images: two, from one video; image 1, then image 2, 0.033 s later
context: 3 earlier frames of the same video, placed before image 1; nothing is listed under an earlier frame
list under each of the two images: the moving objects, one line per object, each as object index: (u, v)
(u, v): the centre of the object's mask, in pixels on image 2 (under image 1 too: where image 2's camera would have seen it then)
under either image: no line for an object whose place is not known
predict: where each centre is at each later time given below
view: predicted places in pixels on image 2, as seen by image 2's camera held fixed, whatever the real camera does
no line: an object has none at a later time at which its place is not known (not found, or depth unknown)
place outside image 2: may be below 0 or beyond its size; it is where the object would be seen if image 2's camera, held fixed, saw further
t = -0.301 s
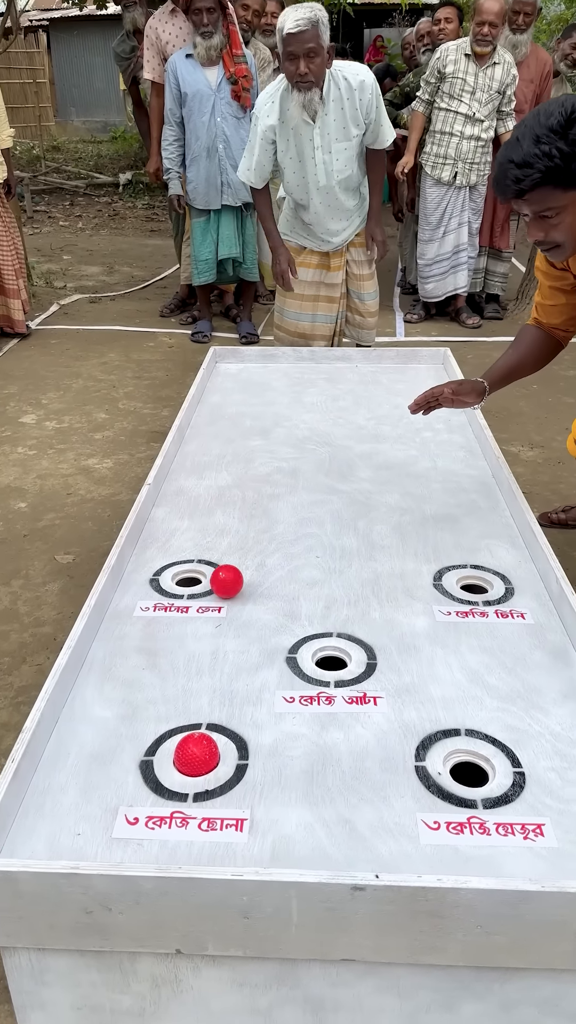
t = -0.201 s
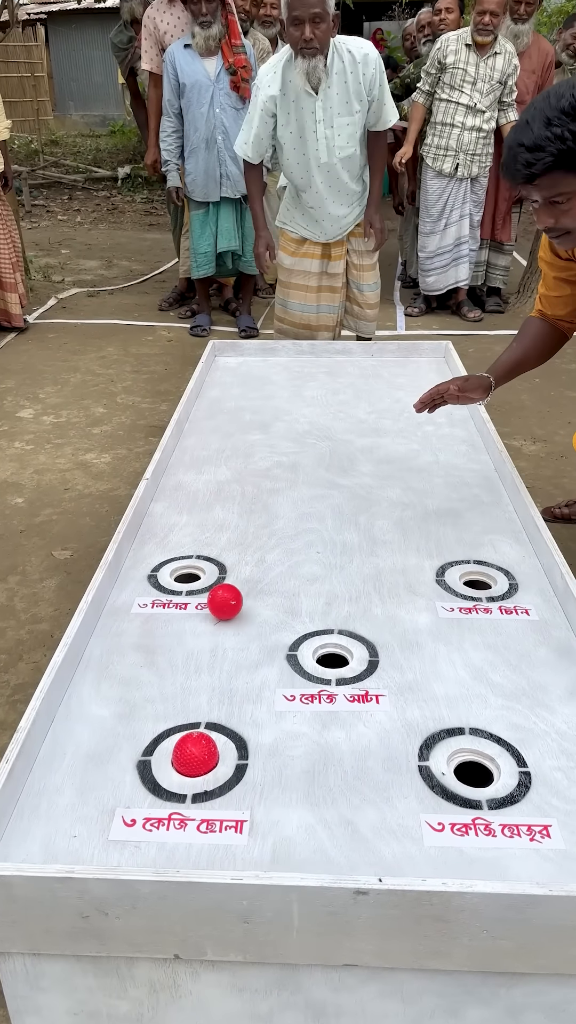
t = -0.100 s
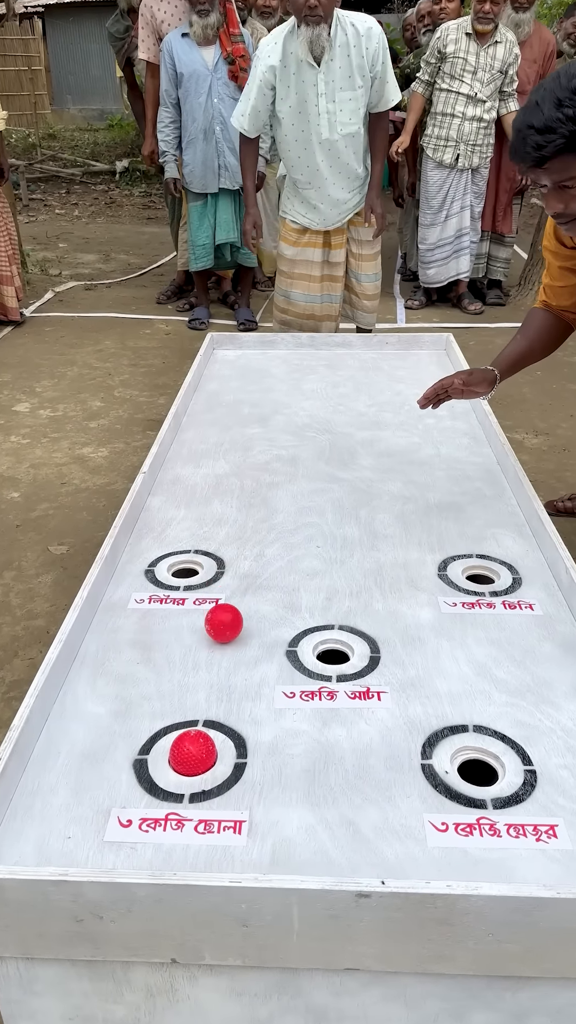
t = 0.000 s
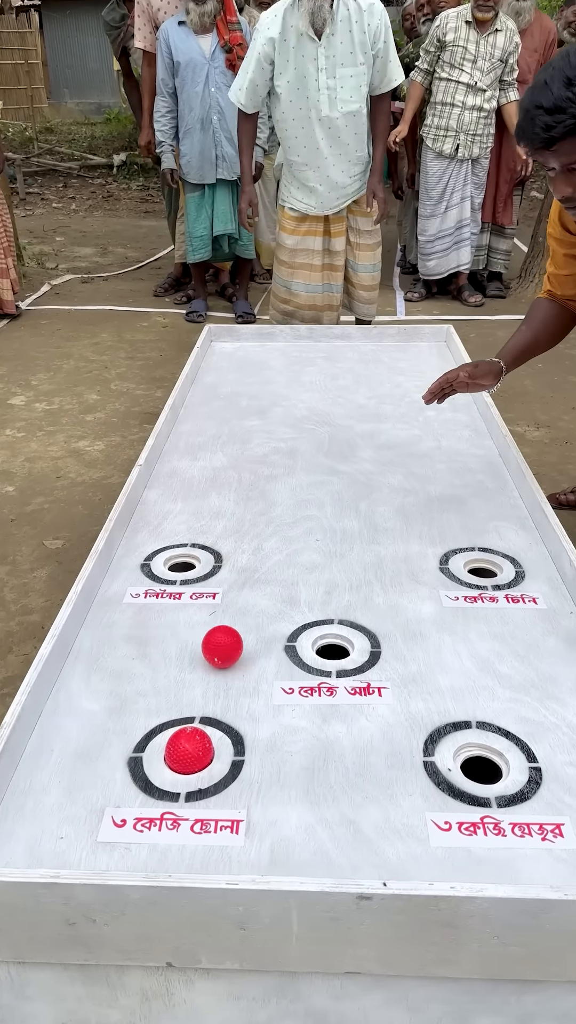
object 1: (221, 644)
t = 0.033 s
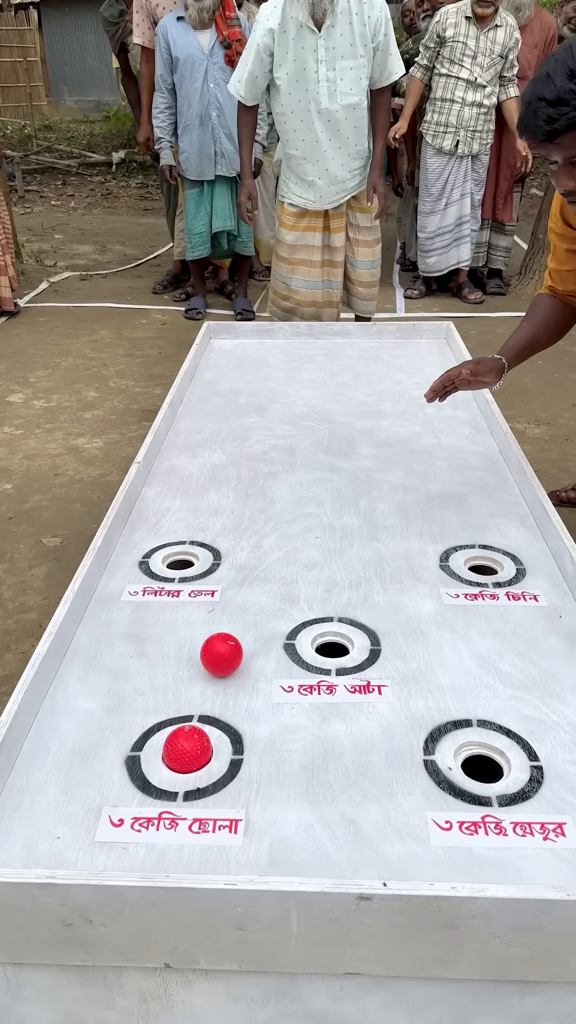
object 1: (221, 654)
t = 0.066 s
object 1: (222, 665)
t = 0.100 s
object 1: (223, 675)
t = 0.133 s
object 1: (224, 686)
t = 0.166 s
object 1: (225, 697)
